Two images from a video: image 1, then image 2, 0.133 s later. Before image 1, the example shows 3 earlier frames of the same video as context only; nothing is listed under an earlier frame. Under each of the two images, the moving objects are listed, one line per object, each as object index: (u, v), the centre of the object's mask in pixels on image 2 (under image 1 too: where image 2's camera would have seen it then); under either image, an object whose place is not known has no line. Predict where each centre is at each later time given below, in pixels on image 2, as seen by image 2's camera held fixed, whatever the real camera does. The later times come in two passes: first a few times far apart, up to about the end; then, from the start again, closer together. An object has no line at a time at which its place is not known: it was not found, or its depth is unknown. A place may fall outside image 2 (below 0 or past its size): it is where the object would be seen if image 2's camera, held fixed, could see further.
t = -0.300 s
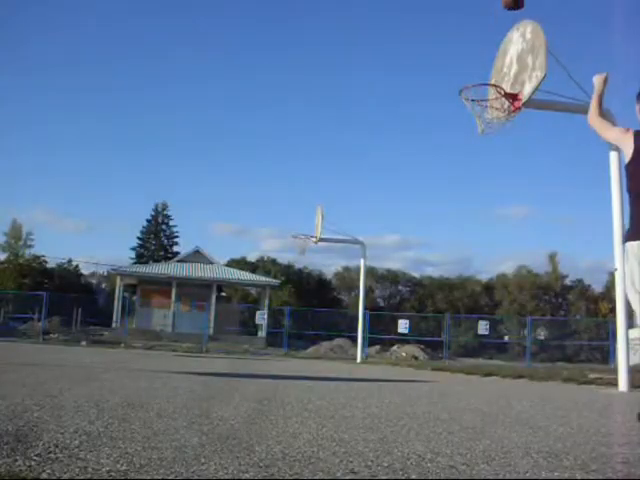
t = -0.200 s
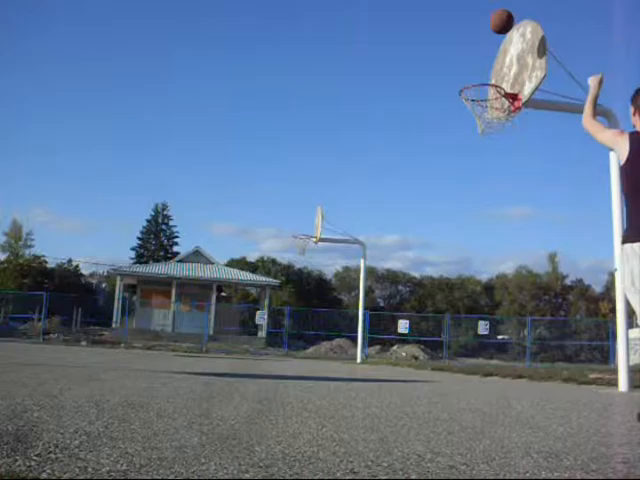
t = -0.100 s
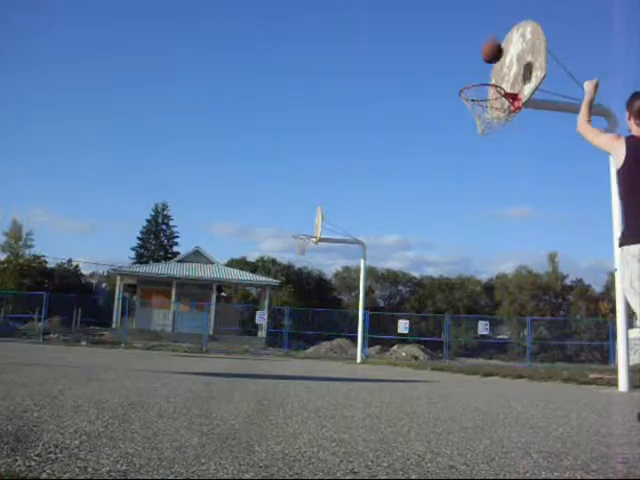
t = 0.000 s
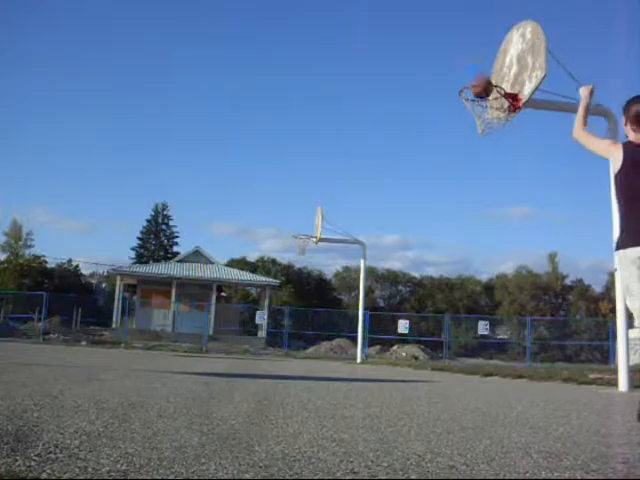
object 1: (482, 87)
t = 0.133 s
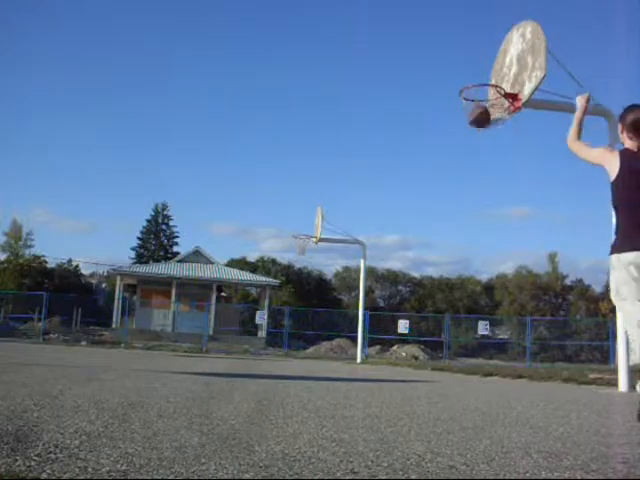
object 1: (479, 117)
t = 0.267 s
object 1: (489, 129)
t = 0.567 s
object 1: (513, 221)
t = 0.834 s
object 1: (535, 380)
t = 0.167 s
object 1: (482, 120)
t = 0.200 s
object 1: (484, 122)
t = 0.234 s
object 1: (486, 126)
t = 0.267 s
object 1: (489, 129)
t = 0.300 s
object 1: (492, 135)
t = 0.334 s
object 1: (495, 142)
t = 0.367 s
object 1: (498, 150)
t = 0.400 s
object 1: (500, 159)
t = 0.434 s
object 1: (503, 169)
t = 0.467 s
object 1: (506, 180)
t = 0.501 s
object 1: (508, 193)
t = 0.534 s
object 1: (511, 206)
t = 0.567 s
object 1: (513, 221)
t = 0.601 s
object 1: (516, 237)
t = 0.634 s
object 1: (519, 255)
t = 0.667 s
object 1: (521, 273)
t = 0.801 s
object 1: (530, 360)
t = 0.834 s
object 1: (535, 380)
